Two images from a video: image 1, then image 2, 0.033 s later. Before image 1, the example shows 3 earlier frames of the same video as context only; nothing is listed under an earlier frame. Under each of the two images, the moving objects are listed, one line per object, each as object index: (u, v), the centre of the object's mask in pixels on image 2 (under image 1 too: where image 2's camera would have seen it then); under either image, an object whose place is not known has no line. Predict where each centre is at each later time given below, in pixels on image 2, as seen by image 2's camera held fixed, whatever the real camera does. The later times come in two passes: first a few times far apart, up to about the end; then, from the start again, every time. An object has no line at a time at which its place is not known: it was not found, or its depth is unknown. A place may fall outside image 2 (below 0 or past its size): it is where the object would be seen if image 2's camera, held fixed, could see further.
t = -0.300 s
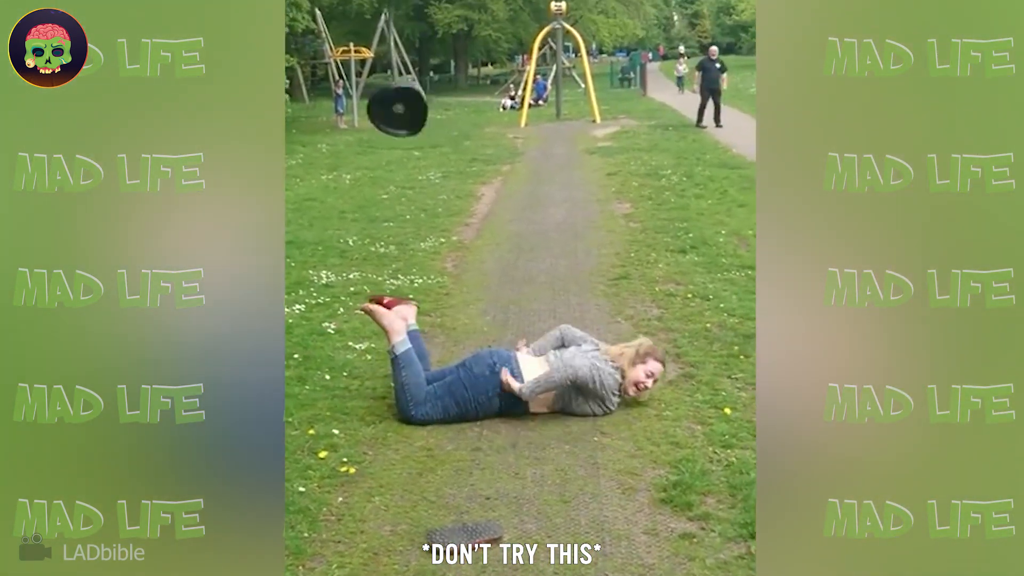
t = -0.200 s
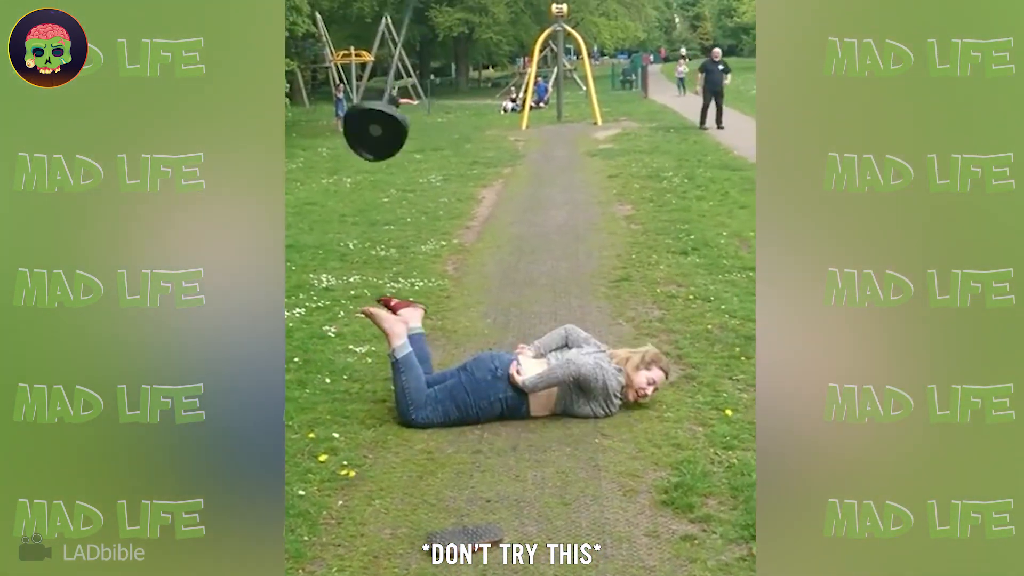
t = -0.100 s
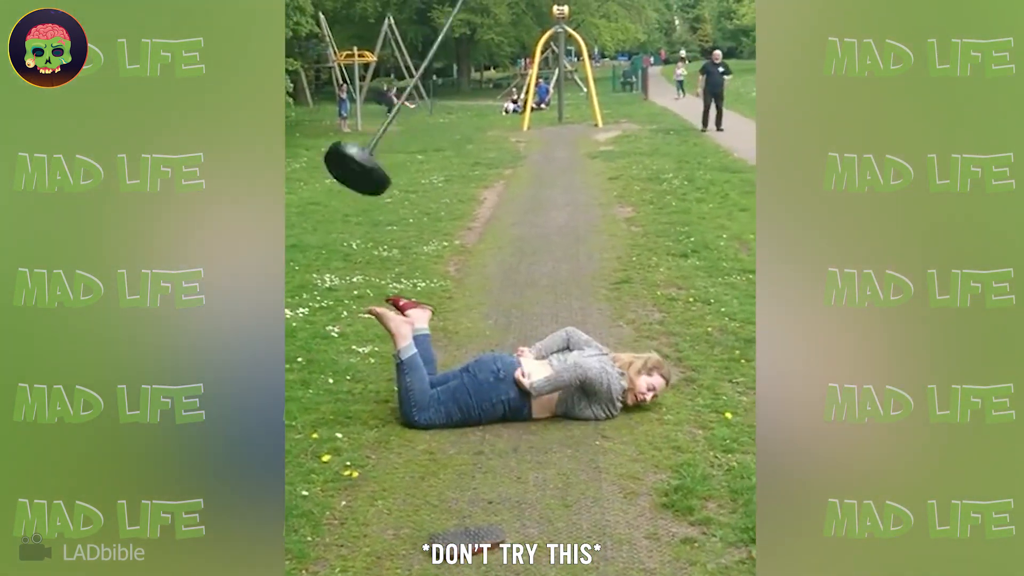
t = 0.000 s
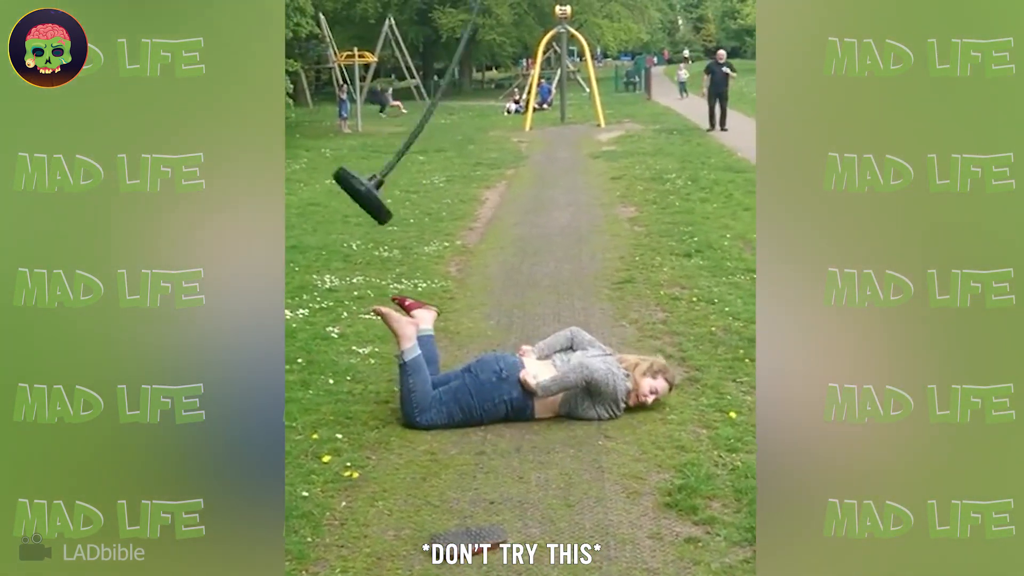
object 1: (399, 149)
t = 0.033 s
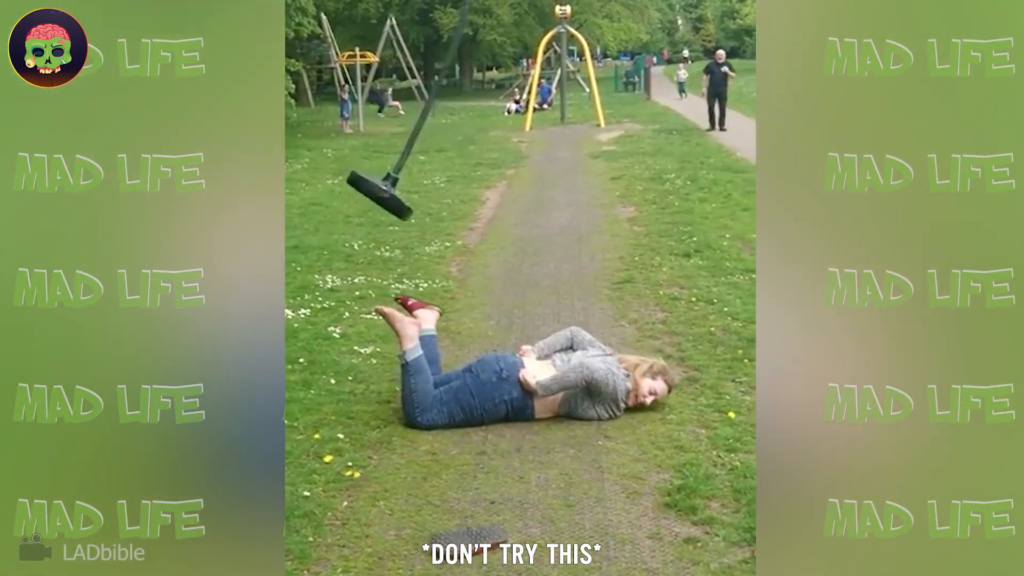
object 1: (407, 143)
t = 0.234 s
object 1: (493, 124)
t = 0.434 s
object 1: (579, 88)
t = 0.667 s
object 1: (644, 116)
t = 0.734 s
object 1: (669, 126)
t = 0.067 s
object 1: (413, 143)
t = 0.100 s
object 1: (424, 148)
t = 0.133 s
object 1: (439, 150)
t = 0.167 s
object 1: (458, 144)
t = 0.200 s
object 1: (477, 135)
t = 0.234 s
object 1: (493, 124)
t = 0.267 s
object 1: (500, 114)
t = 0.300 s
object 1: (527, 110)
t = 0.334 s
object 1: (547, 104)
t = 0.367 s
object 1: (560, 98)
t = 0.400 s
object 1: (570, 92)
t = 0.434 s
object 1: (579, 88)
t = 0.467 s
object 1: (586, 86)
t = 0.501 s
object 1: (595, 87)
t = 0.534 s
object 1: (603, 90)
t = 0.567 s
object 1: (613, 94)
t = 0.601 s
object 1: (622, 102)
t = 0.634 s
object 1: (633, 108)
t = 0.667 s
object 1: (644, 116)
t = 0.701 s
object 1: (656, 123)
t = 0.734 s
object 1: (669, 126)
